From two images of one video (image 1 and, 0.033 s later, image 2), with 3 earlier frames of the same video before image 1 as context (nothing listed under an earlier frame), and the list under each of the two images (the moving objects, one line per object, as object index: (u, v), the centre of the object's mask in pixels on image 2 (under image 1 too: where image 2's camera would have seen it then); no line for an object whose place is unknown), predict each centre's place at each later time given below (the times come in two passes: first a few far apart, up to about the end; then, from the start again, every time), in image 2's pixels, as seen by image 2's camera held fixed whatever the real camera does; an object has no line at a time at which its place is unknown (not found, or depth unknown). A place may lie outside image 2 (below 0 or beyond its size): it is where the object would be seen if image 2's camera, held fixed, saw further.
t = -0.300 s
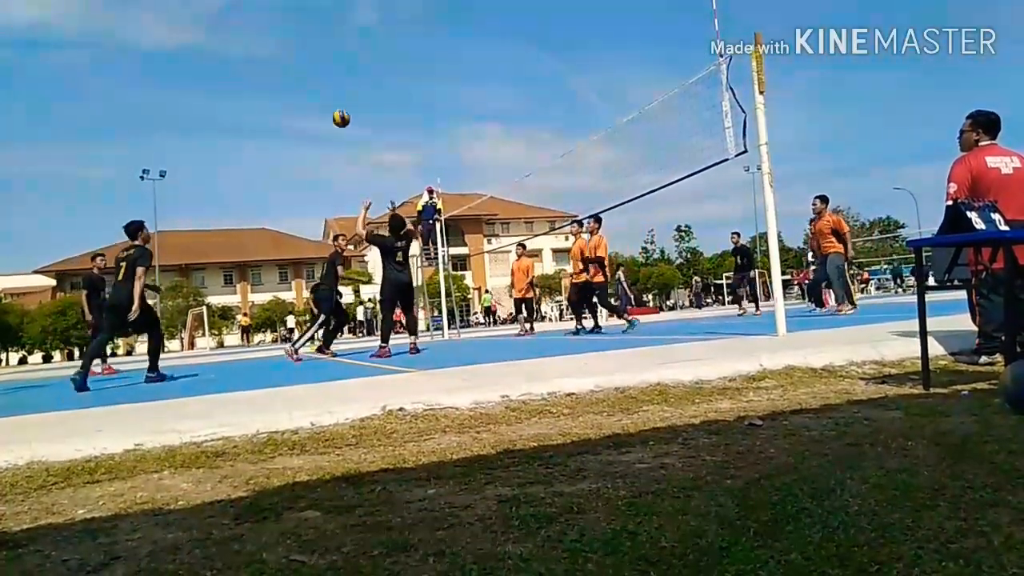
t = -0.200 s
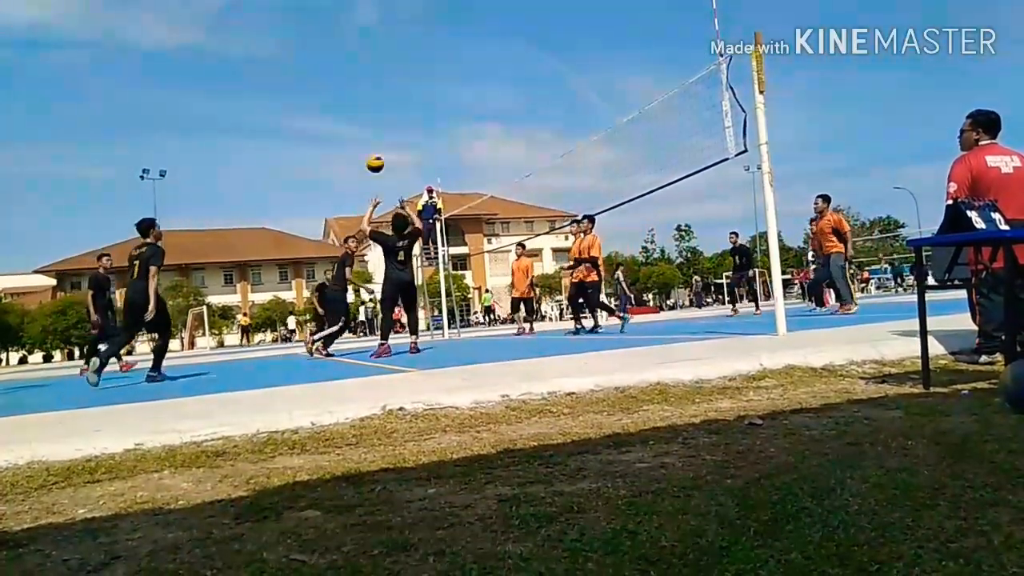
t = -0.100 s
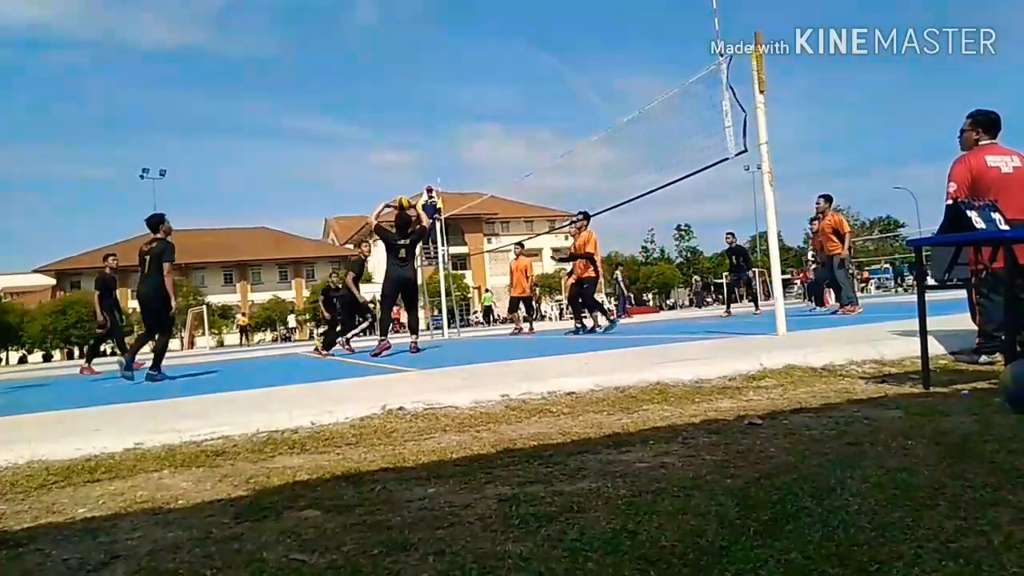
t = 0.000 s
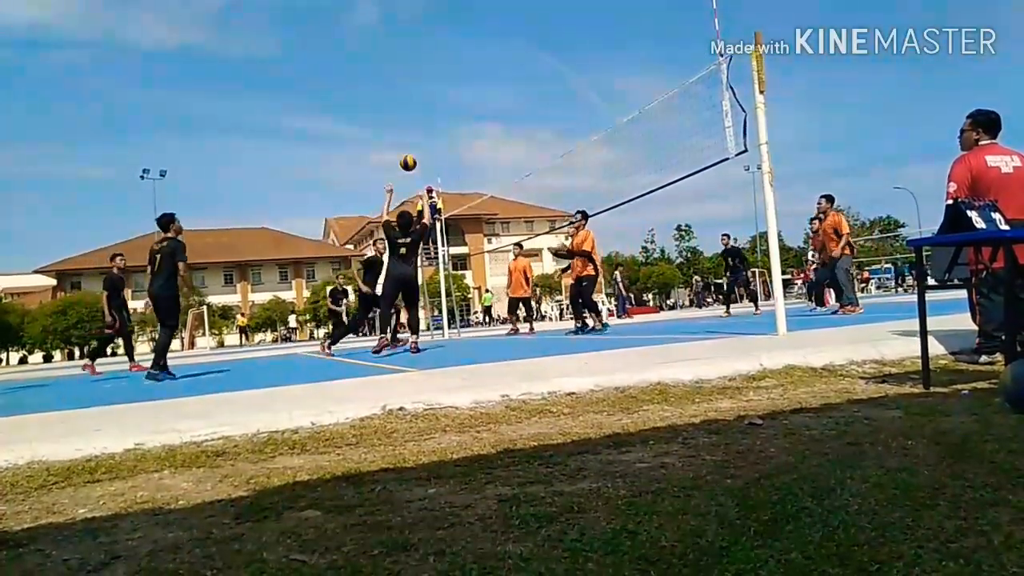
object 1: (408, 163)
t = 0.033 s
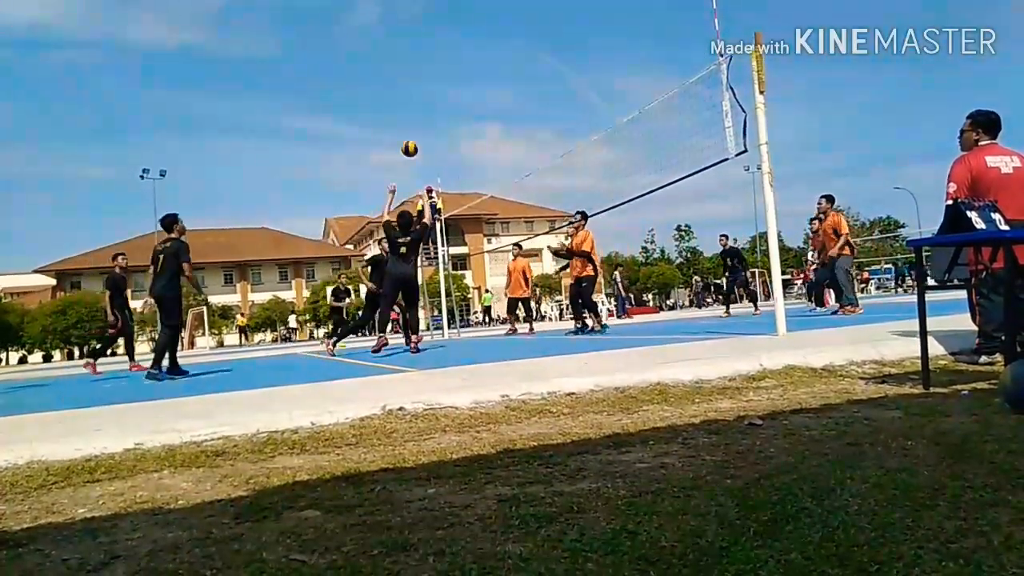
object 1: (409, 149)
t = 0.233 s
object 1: (421, 88)
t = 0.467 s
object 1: (436, 61)
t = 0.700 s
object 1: (452, 73)
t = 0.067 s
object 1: (411, 136)
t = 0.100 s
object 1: (413, 124)
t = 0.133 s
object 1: (415, 114)
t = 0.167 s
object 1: (417, 104)
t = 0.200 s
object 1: (419, 96)
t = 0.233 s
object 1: (421, 88)
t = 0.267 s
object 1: (423, 82)
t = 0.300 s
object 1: (425, 76)
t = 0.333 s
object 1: (427, 72)
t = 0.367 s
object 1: (430, 68)
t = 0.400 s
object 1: (431, 64)
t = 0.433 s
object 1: (434, 62)
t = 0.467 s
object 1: (436, 61)
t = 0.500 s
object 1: (439, 60)
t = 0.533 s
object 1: (441, 61)
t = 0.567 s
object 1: (443, 62)
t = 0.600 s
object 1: (445, 64)
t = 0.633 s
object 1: (447, 66)
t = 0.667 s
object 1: (450, 68)
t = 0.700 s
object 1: (452, 73)
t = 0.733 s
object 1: (455, 77)
